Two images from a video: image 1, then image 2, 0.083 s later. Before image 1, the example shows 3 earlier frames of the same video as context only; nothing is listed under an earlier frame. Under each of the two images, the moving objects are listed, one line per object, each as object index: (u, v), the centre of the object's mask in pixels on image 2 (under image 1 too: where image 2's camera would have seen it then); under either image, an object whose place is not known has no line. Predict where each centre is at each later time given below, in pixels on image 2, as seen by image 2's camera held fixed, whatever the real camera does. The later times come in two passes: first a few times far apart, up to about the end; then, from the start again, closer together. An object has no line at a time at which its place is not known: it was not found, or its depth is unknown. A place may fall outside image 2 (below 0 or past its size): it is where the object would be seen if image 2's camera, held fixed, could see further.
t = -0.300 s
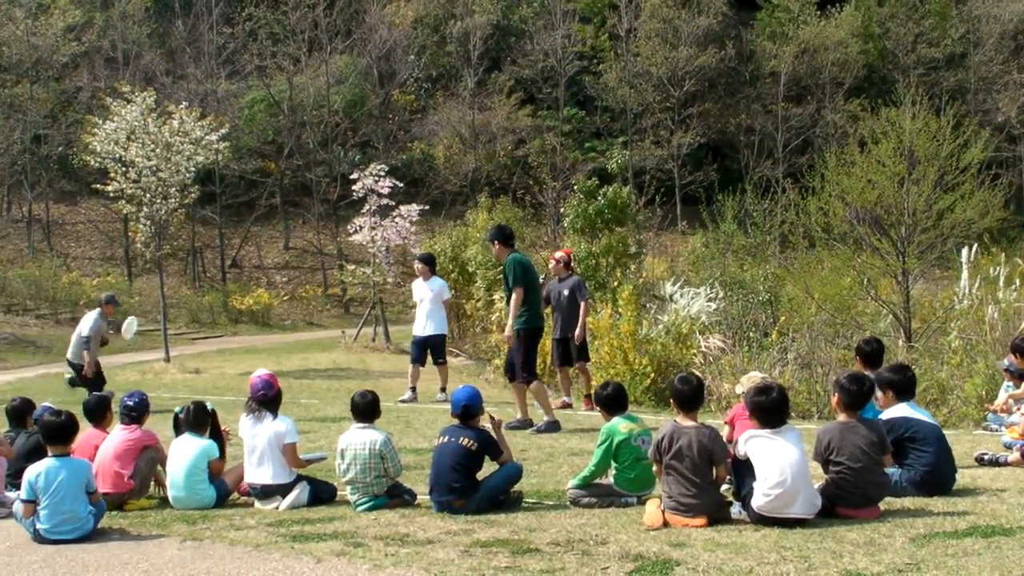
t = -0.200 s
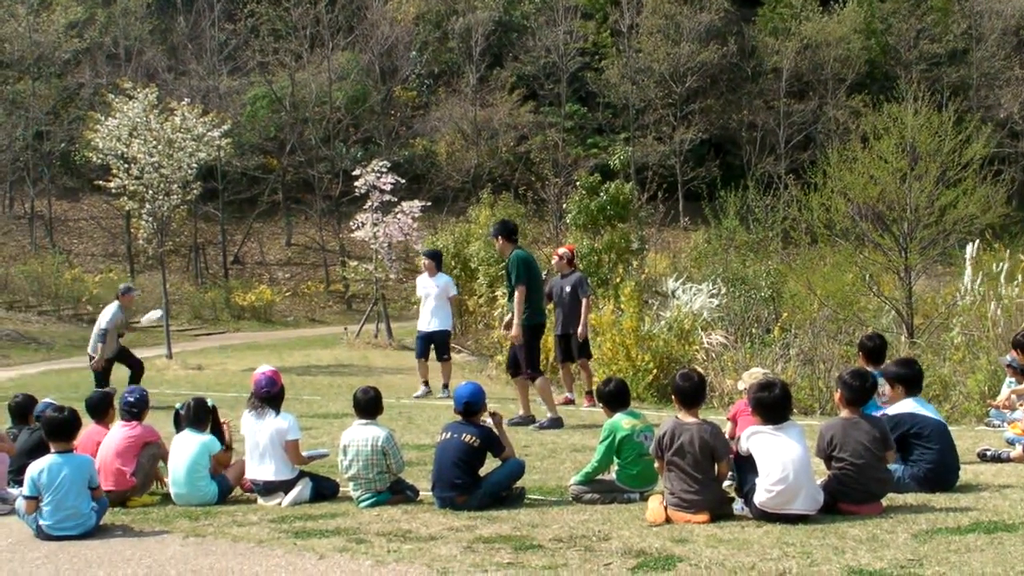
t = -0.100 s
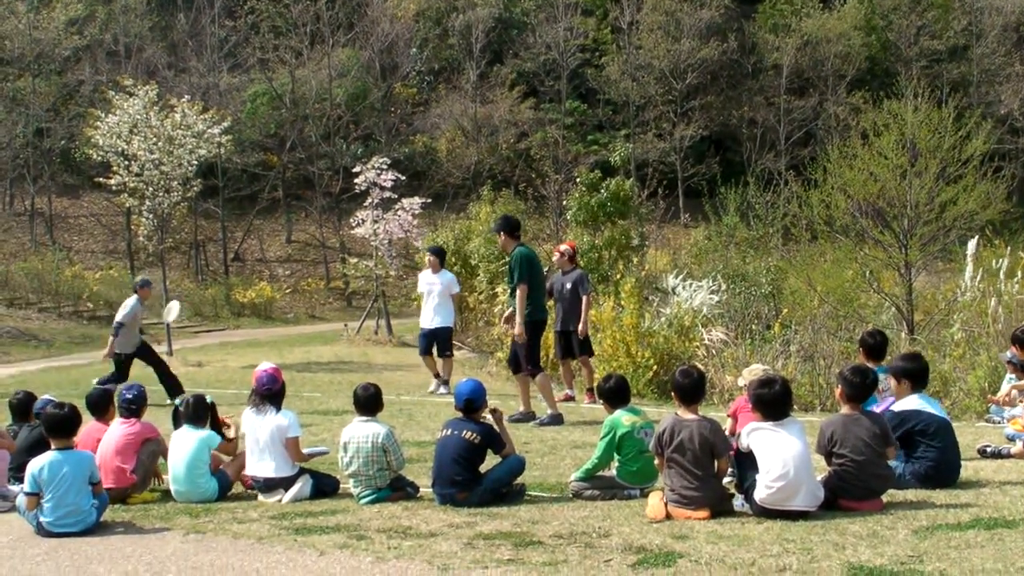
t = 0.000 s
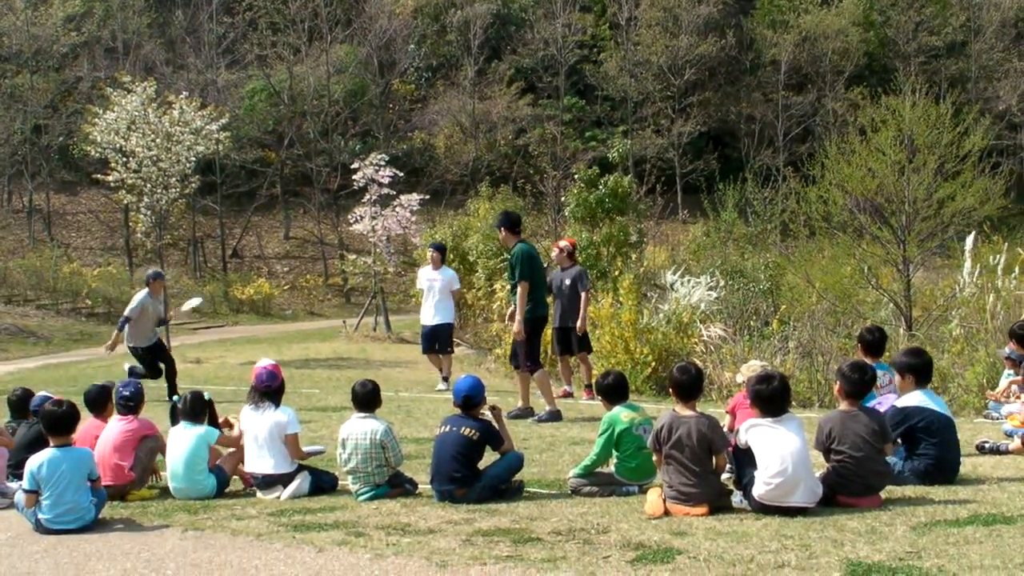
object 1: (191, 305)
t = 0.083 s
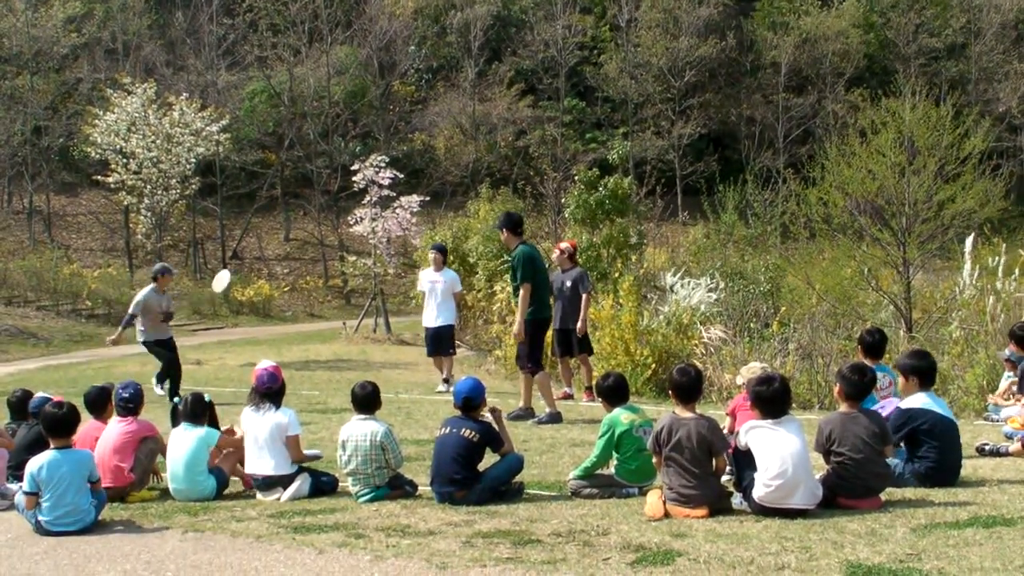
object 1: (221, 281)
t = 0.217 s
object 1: (262, 246)
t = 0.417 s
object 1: (313, 210)
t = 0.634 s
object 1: (356, 195)
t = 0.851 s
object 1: (381, 209)
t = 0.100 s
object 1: (227, 276)
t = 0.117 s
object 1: (232, 271)
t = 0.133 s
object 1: (237, 267)
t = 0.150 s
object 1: (242, 262)
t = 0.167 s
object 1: (247, 259)
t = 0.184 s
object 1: (252, 254)
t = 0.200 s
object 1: (257, 251)
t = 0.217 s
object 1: (262, 246)
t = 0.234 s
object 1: (267, 242)
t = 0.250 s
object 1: (271, 238)
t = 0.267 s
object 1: (276, 235)
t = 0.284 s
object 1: (280, 231)
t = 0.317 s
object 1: (289, 226)
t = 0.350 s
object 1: (298, 220)
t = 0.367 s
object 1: (302, 217)
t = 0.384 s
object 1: (306, 215)
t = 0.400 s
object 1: (310, 212)
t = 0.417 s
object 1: (313, 210)
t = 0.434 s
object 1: (317, 208)
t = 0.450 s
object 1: (321, 206)
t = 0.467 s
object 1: (324, 204)
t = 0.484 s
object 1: (328, 203)
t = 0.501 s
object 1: (332, 202)
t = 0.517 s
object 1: (335, 200)
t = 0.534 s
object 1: (338, 199)
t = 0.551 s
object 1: (342, 198)
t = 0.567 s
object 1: (345, 197)
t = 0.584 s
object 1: (348, 196)
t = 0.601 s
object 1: (350, 195)
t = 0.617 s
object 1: (353, 195)
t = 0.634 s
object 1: (356, 195)
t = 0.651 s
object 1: (358, 196)
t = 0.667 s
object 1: (361, 196)
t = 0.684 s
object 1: (363, 196)
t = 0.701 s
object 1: (366, 196)
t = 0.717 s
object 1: (368, 197)
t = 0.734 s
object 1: (369, 198)
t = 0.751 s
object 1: (371, 198)
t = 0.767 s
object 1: (373, 199)
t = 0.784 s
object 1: (375, 202)
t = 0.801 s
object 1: (377, 203)
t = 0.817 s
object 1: (379, 204)
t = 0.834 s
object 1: (379, 207)
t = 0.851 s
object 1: (381, 209)
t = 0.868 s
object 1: (382, 211)
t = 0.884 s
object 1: (383, 213)
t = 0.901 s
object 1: (383, 216)
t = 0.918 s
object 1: (385, 219)
